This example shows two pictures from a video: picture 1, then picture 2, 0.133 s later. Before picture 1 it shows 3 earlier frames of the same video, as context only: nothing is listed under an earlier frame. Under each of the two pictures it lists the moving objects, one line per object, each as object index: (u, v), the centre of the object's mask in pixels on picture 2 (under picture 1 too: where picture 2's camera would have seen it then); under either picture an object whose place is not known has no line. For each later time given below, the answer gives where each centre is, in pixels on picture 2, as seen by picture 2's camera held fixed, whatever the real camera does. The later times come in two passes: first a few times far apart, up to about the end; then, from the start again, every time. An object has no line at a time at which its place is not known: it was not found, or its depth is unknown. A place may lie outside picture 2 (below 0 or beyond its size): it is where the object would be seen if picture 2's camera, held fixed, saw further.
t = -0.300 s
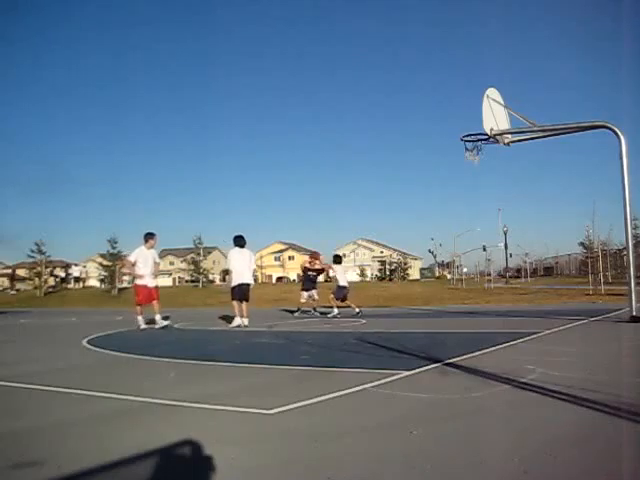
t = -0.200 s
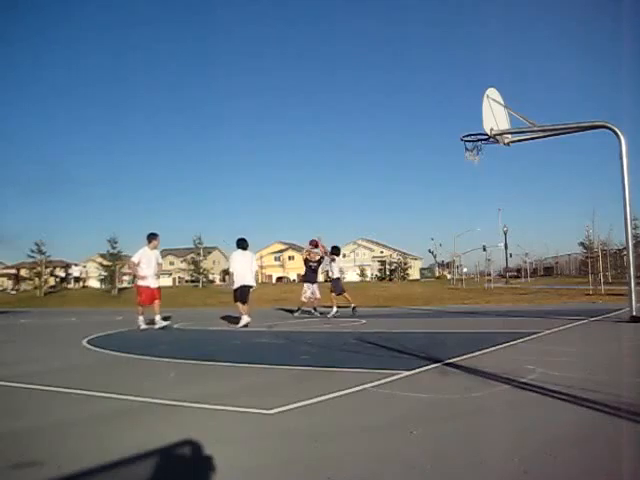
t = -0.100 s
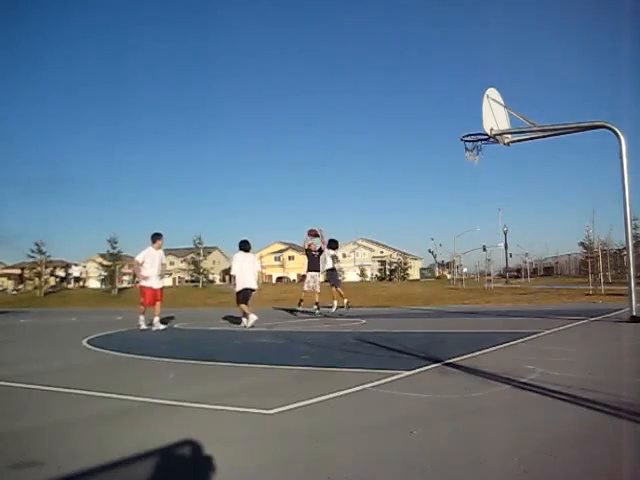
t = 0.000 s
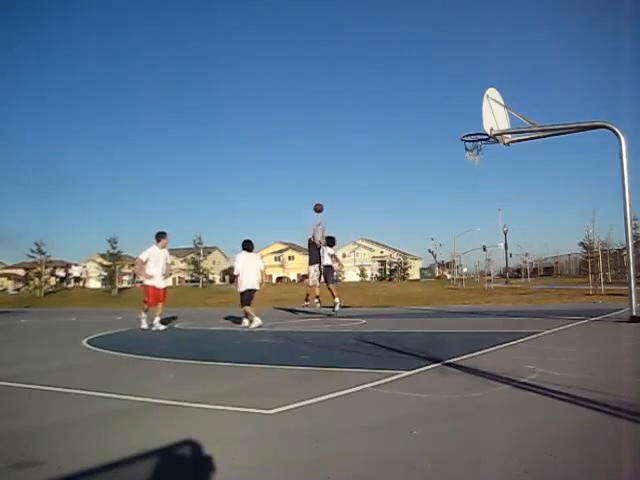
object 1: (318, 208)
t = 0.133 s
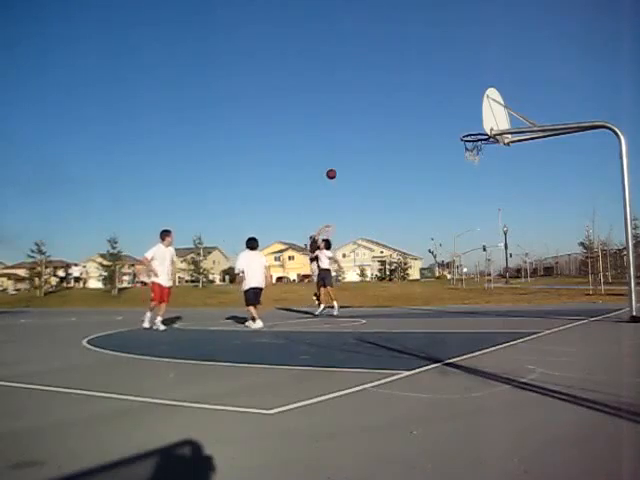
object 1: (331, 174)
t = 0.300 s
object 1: (349, 138)
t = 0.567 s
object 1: (383, 102)
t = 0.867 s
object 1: (433, 97)
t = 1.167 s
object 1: (473, 120)
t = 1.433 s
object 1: (417, 132)
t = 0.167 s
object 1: (334, 166)
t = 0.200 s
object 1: (338, 158)
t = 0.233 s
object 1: (341, 151)
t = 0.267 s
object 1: (345, 144)
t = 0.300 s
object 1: (349, 138)
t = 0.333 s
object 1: (353, 132)
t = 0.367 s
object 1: (357, 127)
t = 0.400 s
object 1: (361, 121)
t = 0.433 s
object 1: (365, 117)
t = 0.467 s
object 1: (369, 112)
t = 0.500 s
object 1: (374, 108)
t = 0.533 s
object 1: (378, 104)
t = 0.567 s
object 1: (383, 102)
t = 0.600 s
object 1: (388, 99)
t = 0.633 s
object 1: (393, 97)
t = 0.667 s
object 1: (398, 95)
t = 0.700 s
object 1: (403, 94)
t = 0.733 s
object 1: (409, 93)
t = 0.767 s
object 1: (415, 94)
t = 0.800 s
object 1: (420, 94)
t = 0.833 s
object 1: (427, 95)
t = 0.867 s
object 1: (433, 97)
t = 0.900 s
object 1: (439, 99)
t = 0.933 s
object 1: (446, 102)
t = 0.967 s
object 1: (453, 106)
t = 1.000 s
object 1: (460, 111)
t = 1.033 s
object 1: (468, 116)
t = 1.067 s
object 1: (475, 122)
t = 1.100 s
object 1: (479, 125)
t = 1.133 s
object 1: (478, 122)
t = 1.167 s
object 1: (473, 120)
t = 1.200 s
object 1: (467, 120)
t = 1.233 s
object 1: (460, 119)
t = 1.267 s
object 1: (453, 120)
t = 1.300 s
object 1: (445, 121)
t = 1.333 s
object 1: (438, 123)
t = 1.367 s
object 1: (431, 125)
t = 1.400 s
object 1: (424, 128)
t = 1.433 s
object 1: (417, 132)
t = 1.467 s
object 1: (410, 137)
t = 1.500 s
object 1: (403, 142)
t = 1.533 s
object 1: (396, 148)
